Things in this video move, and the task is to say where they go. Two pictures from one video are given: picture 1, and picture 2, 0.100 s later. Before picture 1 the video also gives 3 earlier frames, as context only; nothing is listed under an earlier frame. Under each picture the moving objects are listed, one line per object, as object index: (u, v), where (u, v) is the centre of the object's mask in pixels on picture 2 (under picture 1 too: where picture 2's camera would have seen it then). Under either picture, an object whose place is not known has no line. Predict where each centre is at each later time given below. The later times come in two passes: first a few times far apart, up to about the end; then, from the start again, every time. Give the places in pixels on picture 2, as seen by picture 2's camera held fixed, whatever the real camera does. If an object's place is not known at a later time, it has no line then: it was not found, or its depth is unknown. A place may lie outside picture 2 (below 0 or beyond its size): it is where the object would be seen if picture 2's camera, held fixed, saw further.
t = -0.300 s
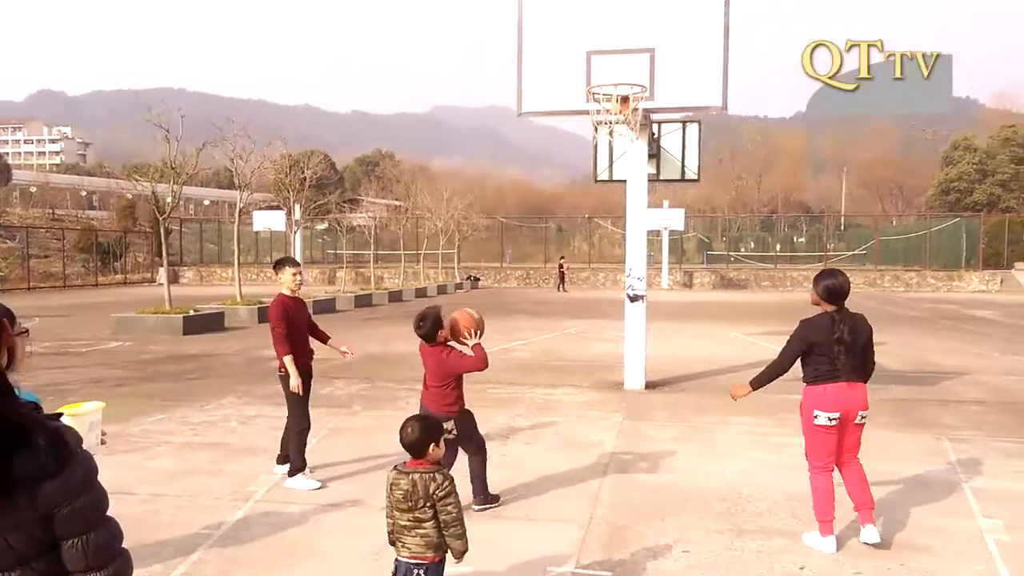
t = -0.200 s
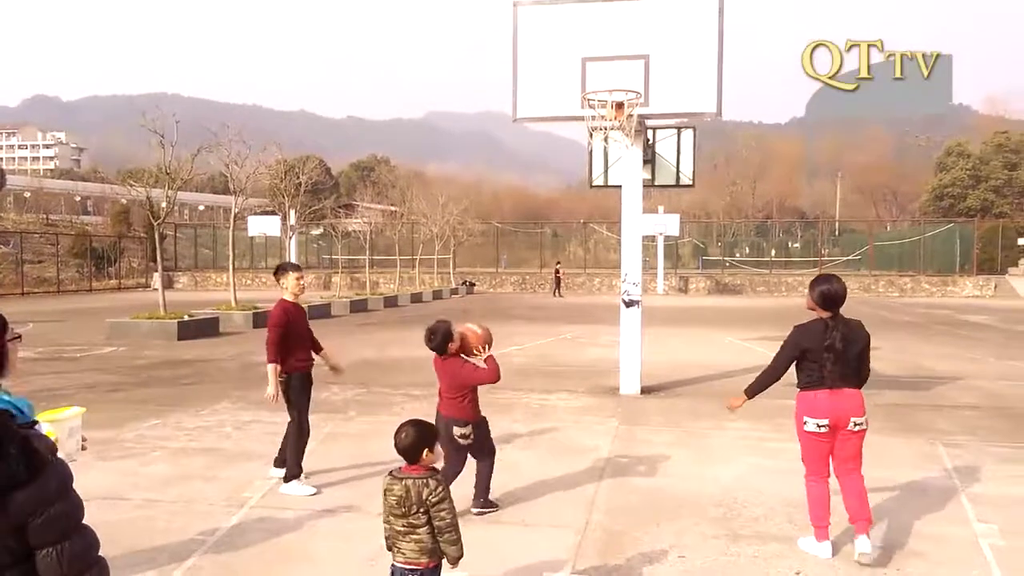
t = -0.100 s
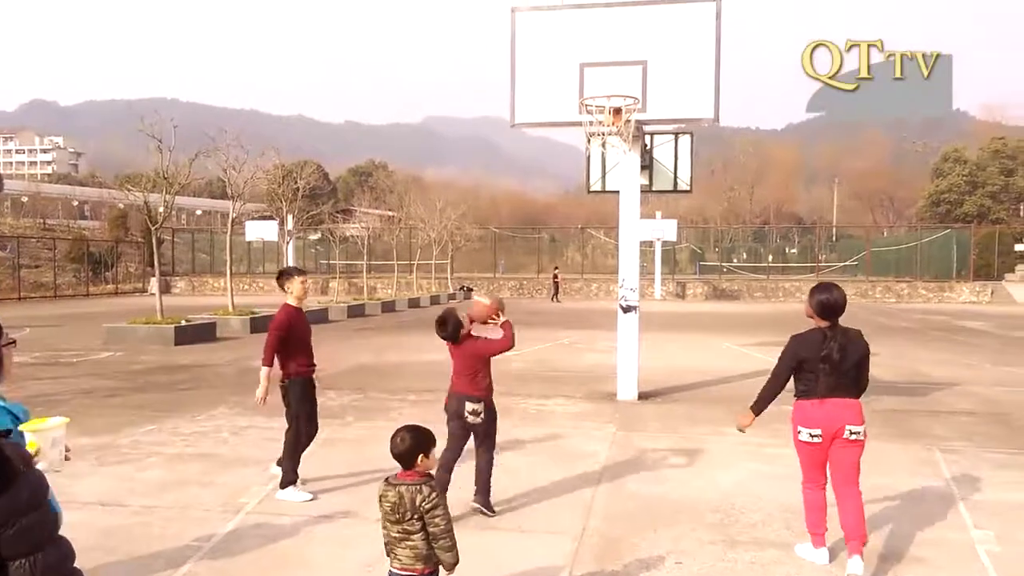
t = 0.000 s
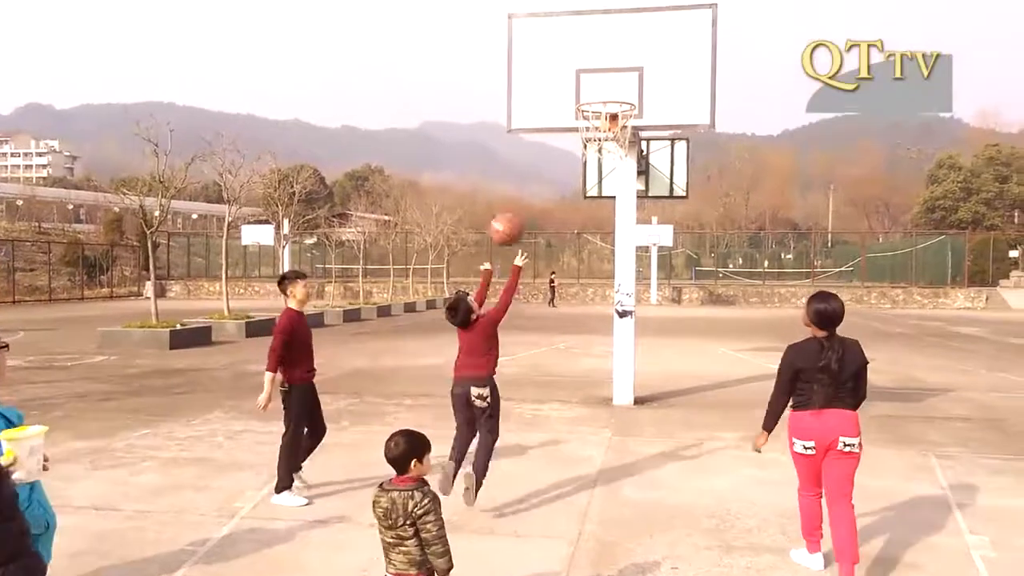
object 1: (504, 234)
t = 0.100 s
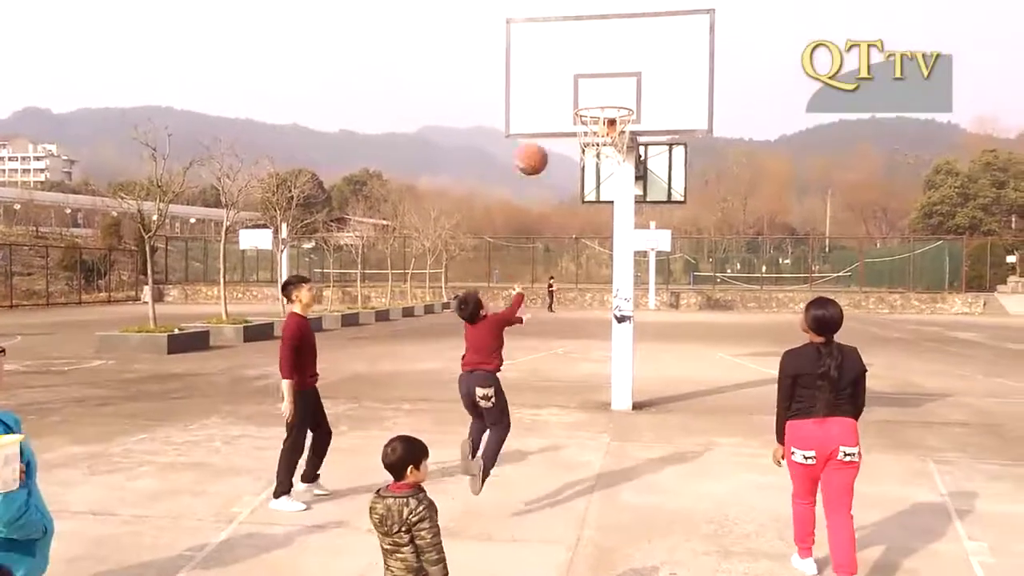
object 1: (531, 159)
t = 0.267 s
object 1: (571, 71)
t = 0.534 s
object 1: (627, 18)
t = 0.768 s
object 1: (656, 29)
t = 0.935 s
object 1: (669, 73)
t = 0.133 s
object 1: (540, 138)
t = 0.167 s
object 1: (548, 119)
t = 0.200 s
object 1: (555, 101)
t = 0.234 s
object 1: (563, 85)
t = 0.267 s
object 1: (571, 71)
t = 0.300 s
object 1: (579, 59)
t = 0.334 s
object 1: (586, 48)
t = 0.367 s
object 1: (593, 39)
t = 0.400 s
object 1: (600, 33)
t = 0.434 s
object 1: (608, 27)
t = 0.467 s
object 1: (614, 22)
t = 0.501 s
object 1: (621, 19)
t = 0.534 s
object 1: (627, 18)
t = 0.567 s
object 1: (634, 18)
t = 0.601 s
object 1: (640, 20)
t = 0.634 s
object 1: (646, 23)
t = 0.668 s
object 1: (649, 23)
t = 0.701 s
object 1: (651, 24)
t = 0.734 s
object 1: (654, 26)
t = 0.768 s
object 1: (656, 29)
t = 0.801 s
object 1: (658, 36)
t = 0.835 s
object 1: (661, 43)
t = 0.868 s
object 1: (664, 51)
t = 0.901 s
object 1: (667, 61)
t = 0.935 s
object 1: (669, 73)
